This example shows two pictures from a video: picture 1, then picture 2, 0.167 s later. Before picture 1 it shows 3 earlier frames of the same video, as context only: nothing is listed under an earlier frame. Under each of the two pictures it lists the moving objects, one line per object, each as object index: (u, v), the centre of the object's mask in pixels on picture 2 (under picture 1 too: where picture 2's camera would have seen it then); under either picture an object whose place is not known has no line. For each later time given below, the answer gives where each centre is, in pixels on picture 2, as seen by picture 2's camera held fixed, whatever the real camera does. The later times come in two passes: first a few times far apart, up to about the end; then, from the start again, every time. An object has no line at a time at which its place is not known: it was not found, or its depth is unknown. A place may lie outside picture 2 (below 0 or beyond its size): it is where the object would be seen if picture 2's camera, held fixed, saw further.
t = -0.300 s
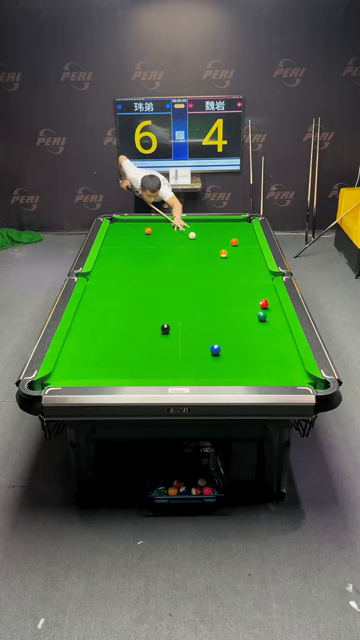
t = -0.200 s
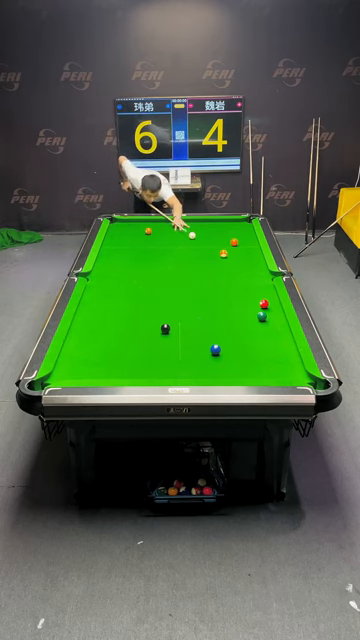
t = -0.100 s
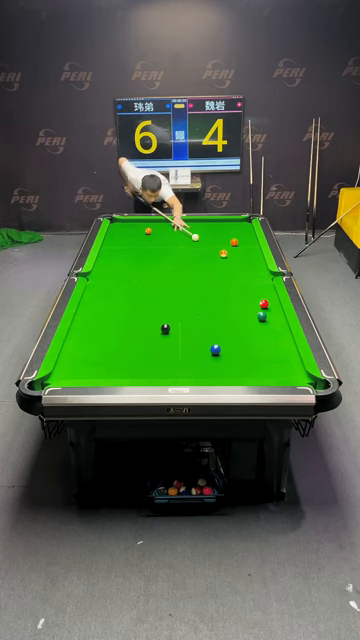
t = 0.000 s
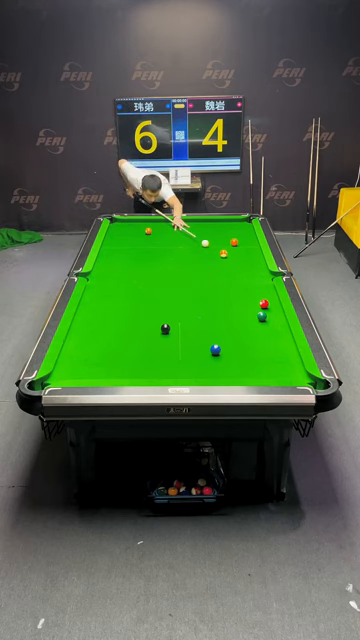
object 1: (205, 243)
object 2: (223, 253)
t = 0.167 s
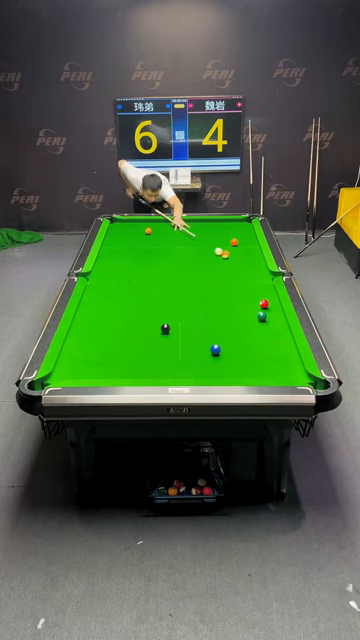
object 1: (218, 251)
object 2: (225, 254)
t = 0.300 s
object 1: (217, 253)
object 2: (238, 260)
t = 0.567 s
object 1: (219, 258)
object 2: (259, 269)
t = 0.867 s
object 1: (222, 263)
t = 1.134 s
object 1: (224, 268)
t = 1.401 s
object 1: (225, 272)
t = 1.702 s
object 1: (227, 277)
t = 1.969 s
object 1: (229, 281)
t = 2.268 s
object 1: (231, 285)
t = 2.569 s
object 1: (232, 289)
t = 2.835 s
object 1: (234, 292)
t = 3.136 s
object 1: (235, 296)
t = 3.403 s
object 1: (237, 298)
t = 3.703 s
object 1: (237, 301)
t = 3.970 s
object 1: (238, 302)
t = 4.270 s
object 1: (238, 304)
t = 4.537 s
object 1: (237, 305)
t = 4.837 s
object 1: (237, 305)
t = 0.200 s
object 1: (217, 252)
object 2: (228, 256)
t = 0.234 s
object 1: (217, 252)
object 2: (231, 257)
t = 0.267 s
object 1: (217, 253)
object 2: (235, 258)
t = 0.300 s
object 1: (217, 253)
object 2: (238, 260)
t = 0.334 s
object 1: (218, 254)
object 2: (240, 261)
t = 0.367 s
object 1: (218, 254)
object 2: (243, 262)
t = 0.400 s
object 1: (218, 255)
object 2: (246, 263)
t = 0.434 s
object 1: (218, 256)
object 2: (248, 264)
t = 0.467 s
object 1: (219, 256)
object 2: (251, 266)
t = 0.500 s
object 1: (219, 257)
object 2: (253, 267)
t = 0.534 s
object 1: (219, 258)
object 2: (256, 268)
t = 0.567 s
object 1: (219, 258)
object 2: (259, 269)
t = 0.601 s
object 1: (219, 259)
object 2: (261, 270)
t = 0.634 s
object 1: (220, 260)
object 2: (264, 272)
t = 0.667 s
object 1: (220, 260)
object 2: (267, 273)
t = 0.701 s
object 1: (220, 261)
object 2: (270, 274)
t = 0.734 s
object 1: (220, 261)
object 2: (272, 275)
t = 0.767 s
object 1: (221, 262)
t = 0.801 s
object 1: (221, 262)
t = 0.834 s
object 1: (221, 263)
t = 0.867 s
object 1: (222, 263)
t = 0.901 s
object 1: (222, 264)
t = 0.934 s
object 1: (222, 264)
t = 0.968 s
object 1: (222, 265)
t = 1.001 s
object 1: (223, 266)
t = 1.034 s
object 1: (223, 266)
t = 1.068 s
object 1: (223, 267)
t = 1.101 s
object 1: (223, 267)
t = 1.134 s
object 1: (224, 268)
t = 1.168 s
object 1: (224, 269)
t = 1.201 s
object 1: (224, 269)
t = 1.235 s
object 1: (224, 270)
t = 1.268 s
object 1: (224, 270)
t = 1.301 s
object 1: (225, 271)
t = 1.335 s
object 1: (225, 271)
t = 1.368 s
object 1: (225, 272)
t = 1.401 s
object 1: (225, 272)
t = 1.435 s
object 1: (225, 273)
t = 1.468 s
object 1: (226, 274)
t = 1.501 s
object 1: (226, 274)
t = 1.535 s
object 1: (226, 275)
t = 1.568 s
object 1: (226, 275)
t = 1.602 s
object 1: (227, 276)
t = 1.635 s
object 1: (227, 276)
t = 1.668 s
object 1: (227, 277)
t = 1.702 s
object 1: (227, 277)
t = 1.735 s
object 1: (227, 278)
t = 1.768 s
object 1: (228, 278)
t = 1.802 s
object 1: (228, 279)
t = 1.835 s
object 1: (228, 279)
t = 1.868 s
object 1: (228, 280)
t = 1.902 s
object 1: (228, 280)
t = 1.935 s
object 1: (229, 281)
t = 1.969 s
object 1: (229, 281)
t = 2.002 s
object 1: (229, 282)
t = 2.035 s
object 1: (229, 282)
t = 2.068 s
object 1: (230, 283)
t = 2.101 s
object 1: (230, 283)
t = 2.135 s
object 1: (230, 284)
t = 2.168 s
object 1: (230, 284)
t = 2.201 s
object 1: (230, 284)
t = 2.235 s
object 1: (230, 285)
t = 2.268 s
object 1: (231, 285)
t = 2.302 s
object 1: (231, 286)
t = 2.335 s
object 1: (231, 286)
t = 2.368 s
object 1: (231, 287)
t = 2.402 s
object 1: (231, 287)
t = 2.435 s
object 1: (232, 288)
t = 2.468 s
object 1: (232, 288)
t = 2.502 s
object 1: (232, 289)
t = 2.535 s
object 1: (232, 289)
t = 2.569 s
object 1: (232, 289)
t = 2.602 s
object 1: (233, 290)
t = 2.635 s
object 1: (233, 290)
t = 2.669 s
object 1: (233, 291)
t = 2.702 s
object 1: (233, 291)
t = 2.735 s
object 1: (234, 291)
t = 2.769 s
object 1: (233, 292)
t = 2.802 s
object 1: (234, 292)
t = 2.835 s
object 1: (234, 292)
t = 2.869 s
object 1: (234, 293)
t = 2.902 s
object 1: (234, 293)
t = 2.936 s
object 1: (234, 294)
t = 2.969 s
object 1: (235, 294)
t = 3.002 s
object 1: (235, 294)
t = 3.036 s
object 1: (235, 295)
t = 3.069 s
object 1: (235, 295)
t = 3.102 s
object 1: (235, 295)
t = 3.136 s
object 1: (235, 296)
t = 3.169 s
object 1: (235, 296)
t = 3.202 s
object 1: (236, 296)
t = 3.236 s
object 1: (236, 297)
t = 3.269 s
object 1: (236, 297)
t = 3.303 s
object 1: (236, 297)
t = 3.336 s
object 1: (236, 298)
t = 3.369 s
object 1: (236, 298)
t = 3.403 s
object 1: (237, 298)
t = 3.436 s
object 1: (237, 299)
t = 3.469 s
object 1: (237, 299)
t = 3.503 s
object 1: (237, 299)
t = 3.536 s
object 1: (237, 300)
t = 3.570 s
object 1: (237, 300)
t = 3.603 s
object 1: (237, 300)
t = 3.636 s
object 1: (237, 300)
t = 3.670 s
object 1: (237, 300)
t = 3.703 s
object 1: (237, 301)
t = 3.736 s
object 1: (237, 301)
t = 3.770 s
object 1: (238, 301)
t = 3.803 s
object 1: (238, 301)
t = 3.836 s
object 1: (238, 302)
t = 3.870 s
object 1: (238, 302)
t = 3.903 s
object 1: (238, 302)
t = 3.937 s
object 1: (238, 302)
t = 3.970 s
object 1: (238, 302)
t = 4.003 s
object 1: (238, 303)
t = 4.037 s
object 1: (238, 303)
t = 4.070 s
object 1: (238, 303)
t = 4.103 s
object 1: (238, 303)
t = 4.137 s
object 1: (238, 303)
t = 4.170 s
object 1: (238, 303)
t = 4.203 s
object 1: (238, 303)
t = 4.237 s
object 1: (238, 304)
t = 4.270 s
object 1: (238, 304)
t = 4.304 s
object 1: (238, 304)
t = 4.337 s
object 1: (238, 304)
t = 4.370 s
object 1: (238, 304)
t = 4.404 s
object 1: (237, 304)
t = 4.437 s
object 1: (237, 304)
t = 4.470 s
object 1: (237, 305)
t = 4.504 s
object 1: (237, 305)
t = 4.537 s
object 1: (237, 305)
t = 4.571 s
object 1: (237, 305)
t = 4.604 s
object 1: (237, 305)
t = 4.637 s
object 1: (237, 305)
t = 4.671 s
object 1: (237, 305)
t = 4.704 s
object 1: (237, 305)
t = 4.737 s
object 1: (237, 305)
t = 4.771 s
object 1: (237, 305)
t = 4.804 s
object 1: (237, 305)
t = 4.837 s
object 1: (237, 305)
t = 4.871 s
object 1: (237, 305)
